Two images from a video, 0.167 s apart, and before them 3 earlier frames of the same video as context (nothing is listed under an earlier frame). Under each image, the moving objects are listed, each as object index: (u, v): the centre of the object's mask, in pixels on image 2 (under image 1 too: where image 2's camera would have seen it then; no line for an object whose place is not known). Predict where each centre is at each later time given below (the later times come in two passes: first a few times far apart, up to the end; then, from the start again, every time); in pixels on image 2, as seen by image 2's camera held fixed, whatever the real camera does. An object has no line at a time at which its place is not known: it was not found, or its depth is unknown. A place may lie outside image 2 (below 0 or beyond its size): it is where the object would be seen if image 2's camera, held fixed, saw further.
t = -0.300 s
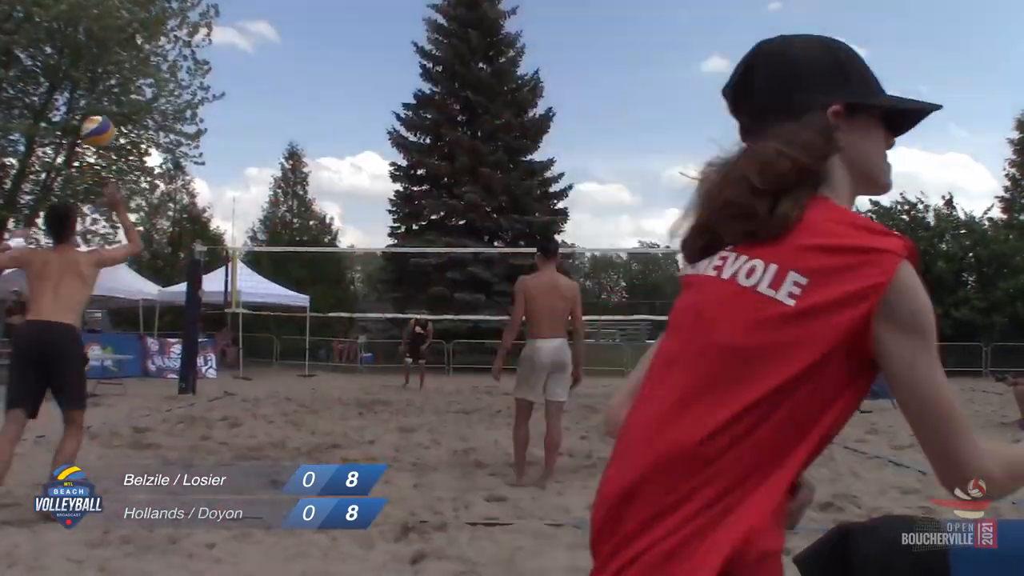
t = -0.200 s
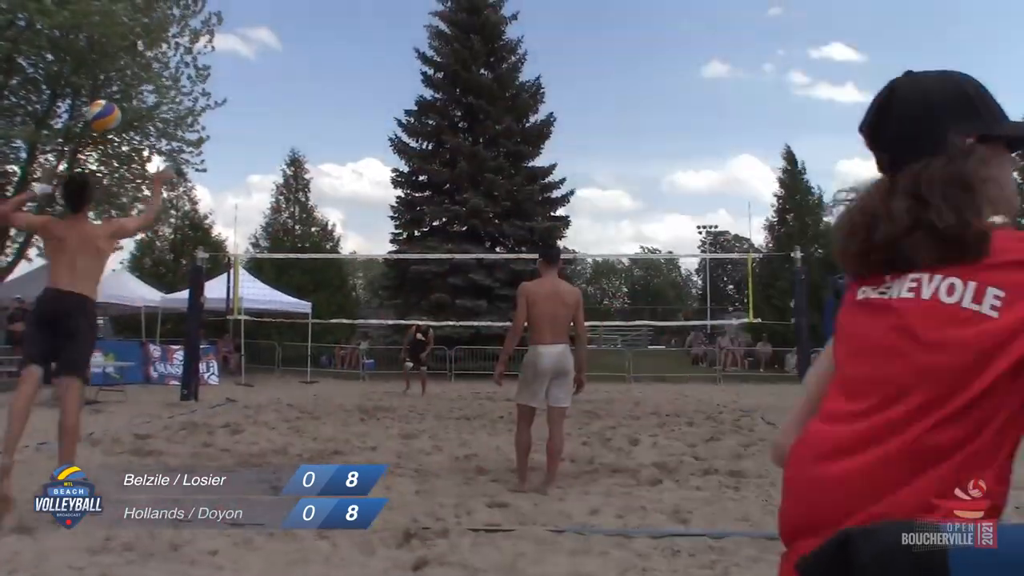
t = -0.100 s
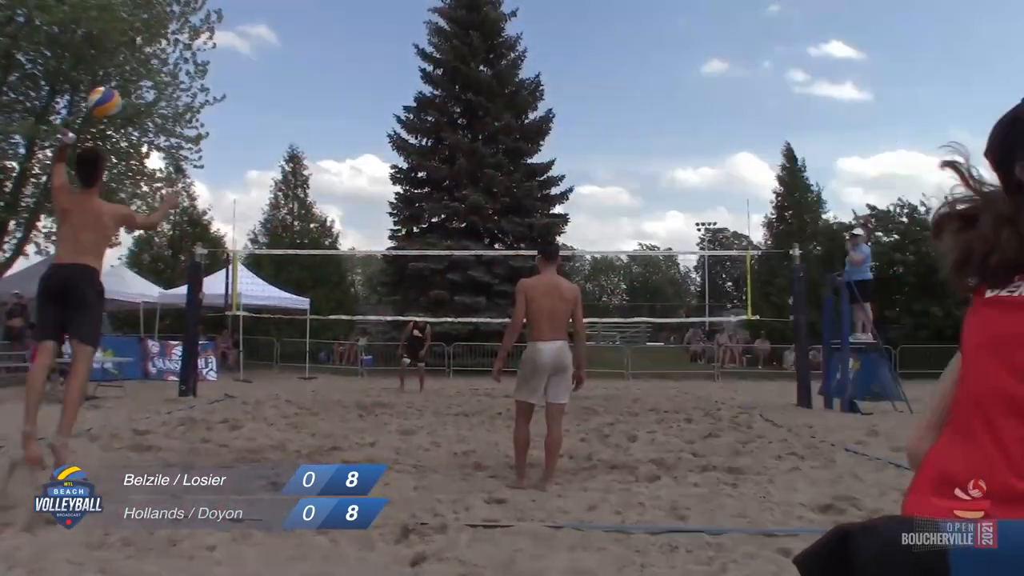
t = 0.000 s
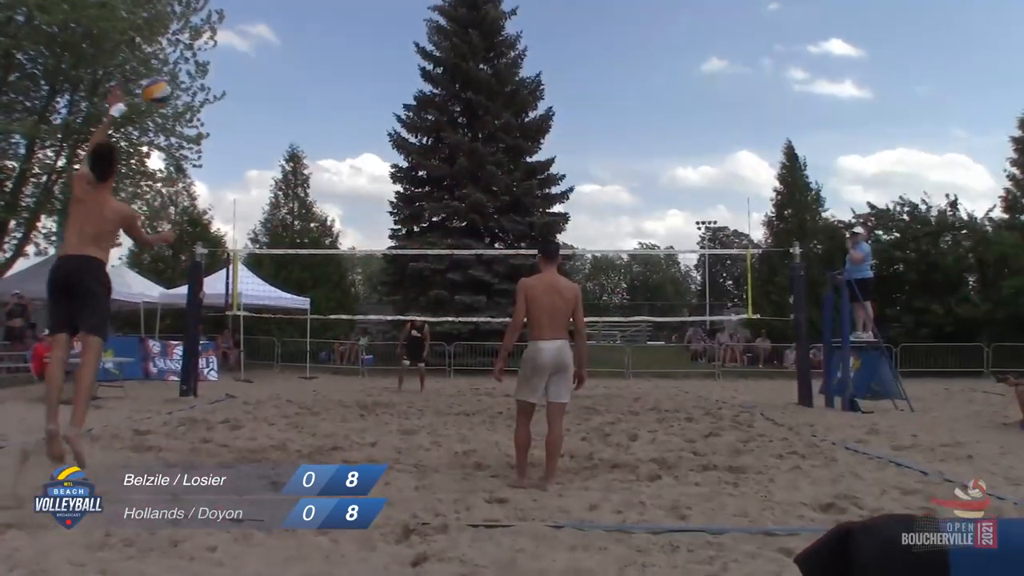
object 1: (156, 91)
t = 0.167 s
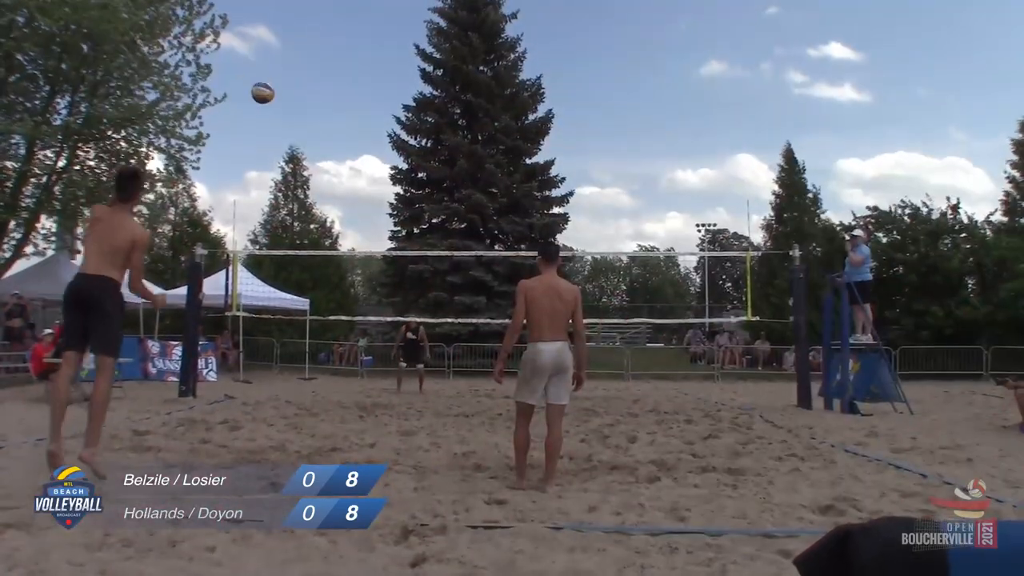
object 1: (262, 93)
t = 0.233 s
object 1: (292, 98)
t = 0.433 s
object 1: (355, 132)
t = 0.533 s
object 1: (377, 155)
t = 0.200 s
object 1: (278, 95)
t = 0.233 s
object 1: (292, 98)
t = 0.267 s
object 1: (305, 103)
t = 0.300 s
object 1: (317, 107)
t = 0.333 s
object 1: (328, 113)
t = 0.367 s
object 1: (338, 119)
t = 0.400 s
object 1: (347, 125)
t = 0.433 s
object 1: (355, 132)
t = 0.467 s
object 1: (363, 139)
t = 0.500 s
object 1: (370, 147)
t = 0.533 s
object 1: (377, 155)
